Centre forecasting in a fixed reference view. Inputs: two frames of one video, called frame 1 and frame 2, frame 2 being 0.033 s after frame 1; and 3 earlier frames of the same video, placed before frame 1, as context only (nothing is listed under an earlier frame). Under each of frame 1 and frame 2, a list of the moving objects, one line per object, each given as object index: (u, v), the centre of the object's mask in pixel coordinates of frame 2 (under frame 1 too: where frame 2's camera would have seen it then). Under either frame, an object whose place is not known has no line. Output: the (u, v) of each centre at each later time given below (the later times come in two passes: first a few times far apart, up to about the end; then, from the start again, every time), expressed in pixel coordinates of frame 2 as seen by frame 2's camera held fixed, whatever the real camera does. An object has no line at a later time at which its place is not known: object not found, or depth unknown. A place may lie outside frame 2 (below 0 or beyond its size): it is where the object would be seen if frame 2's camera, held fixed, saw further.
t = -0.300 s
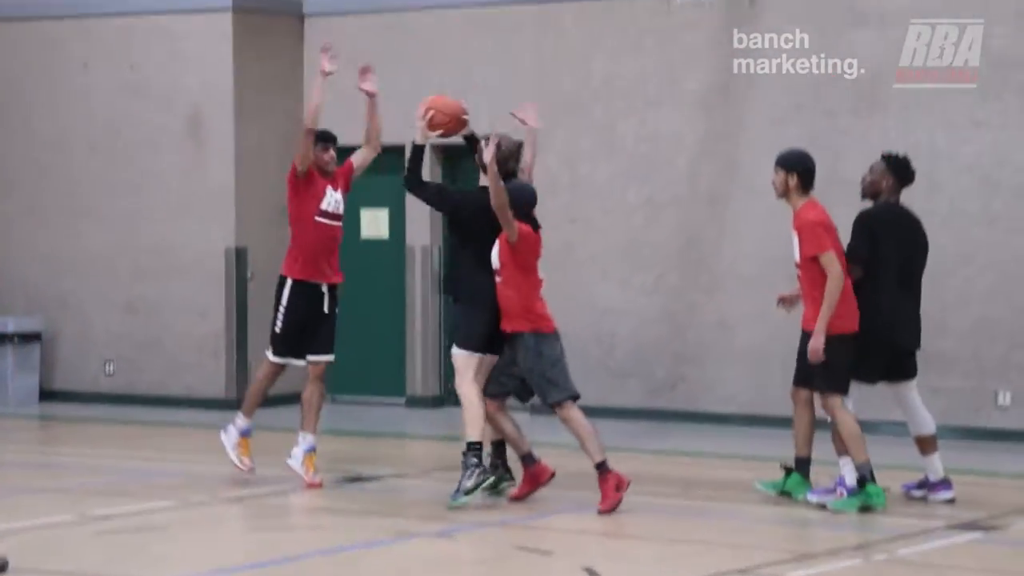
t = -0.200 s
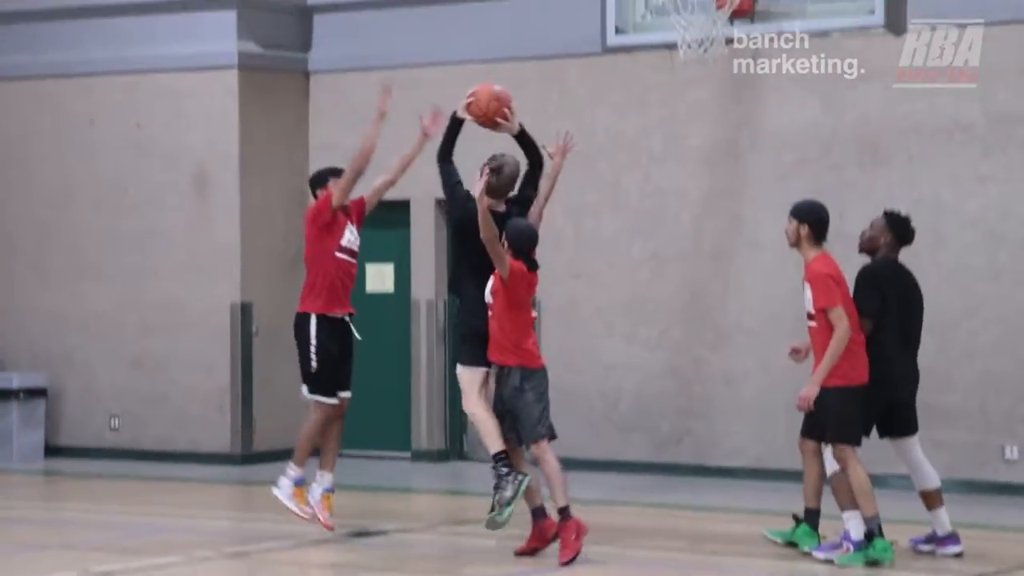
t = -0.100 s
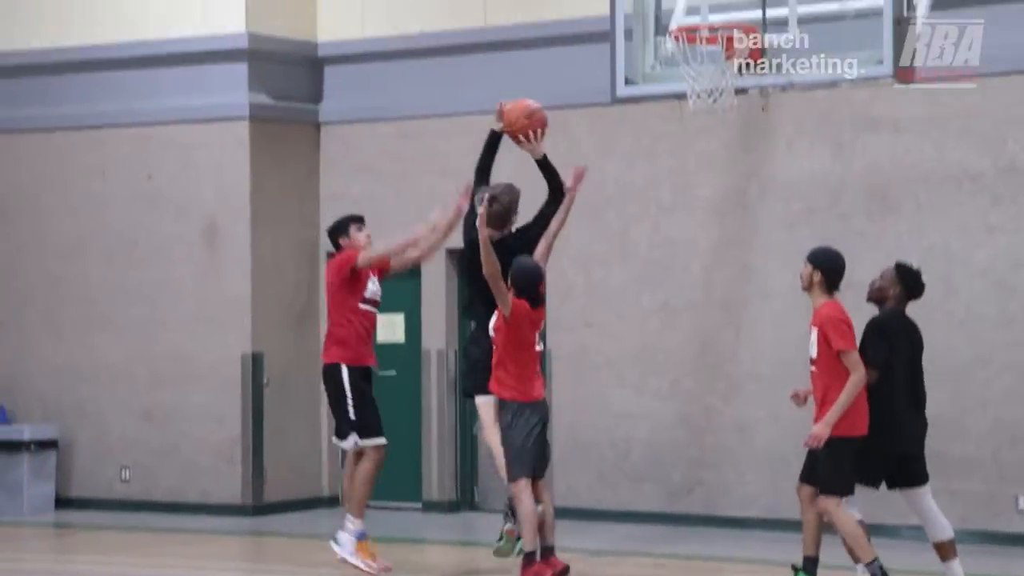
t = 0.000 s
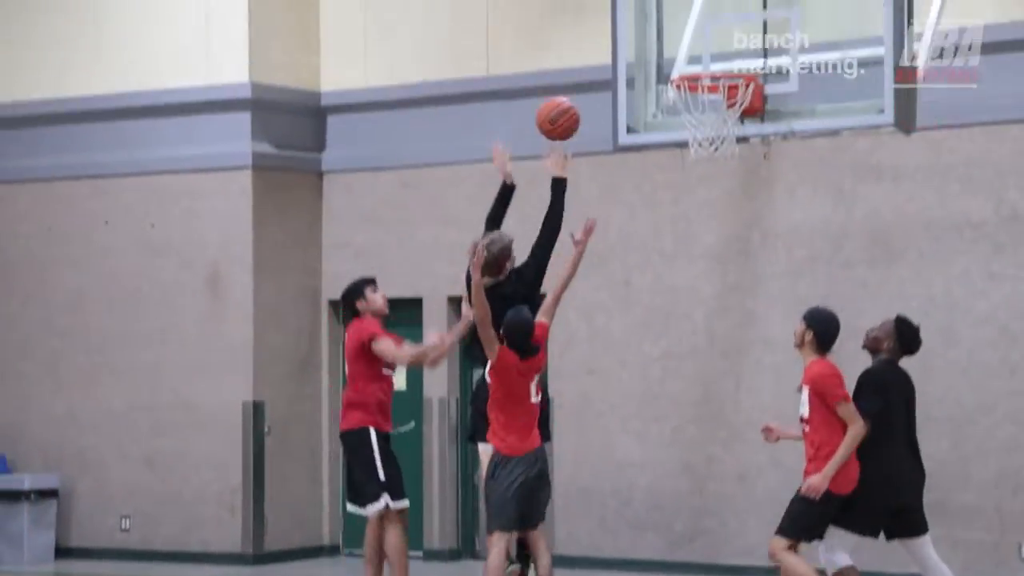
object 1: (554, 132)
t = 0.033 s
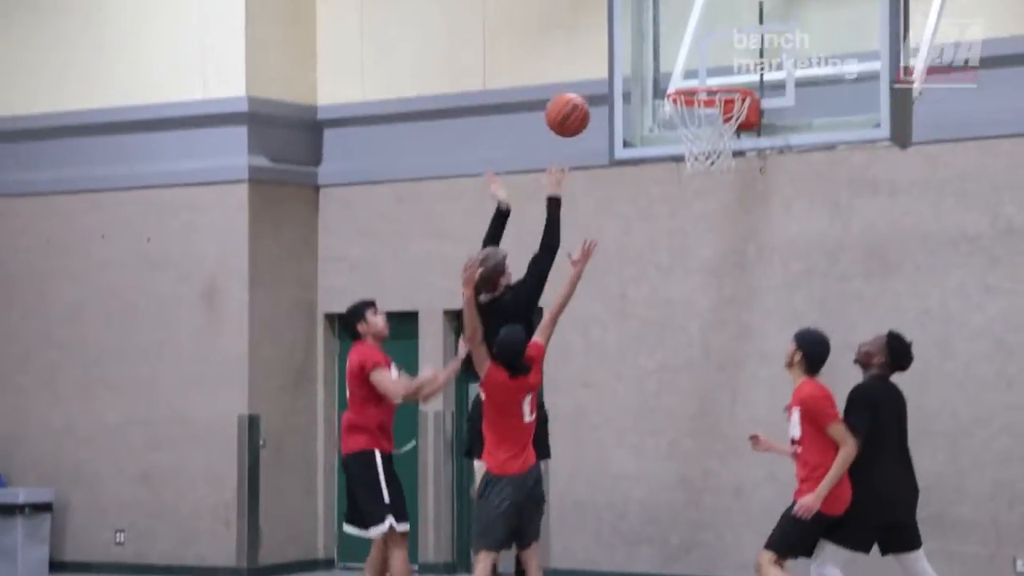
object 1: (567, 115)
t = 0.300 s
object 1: (669, 50)
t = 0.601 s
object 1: (731, 60)
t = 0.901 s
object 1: (718, 118)
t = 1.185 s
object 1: (704, 231)
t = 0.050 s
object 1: (573, 107)
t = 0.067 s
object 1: (579, 99)
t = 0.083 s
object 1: (587, 92)
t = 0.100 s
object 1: (593, 86)
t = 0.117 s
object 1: (600, 80)
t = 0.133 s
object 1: (606, 74)
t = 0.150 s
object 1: (612, 70)
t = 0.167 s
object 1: (619, 66)
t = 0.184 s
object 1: (625, 62)
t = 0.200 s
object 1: (632, 58)
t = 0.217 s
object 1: (638, 56)
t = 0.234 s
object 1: (645, 53)
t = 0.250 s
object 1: (651, 51)
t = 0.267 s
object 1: (657, 51)
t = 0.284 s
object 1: (663, 50)
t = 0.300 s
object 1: (669, 50)
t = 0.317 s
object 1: (675, 50)
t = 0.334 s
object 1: (682, 51)
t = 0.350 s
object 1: (688, 52)
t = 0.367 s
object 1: (694, 53)
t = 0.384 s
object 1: (700, 56)
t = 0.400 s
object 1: (706, 58)
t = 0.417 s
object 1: (712, 61)
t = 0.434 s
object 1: (718, 65)
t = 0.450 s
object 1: (724, 69)
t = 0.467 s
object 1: (730, 71)
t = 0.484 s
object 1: (735, 74)
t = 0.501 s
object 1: (737, 72)
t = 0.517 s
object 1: (736, 70)
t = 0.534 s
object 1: (735, 68)
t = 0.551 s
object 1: (734, 65)
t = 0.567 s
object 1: (733, 63)
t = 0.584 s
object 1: (732, 61)
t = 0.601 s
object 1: (731, 60)
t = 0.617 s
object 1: (730, 59)
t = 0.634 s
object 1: (729, 59)
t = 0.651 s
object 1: (728, 59)
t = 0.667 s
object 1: (727, 60)
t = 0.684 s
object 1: (727, 61)
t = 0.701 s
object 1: (726, 63)
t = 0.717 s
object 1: (725, 65)
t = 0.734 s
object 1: (724, 68)
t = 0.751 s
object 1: (723, 70)
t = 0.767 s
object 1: (723, 72)
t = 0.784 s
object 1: (722, 74)
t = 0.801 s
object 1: (721, 76)
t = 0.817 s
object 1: (720, 79)
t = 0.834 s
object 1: (719, 95)
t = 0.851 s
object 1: (717, 101)
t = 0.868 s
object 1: (719, 108)
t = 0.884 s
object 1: (718, 112)
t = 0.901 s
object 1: (718, 118)
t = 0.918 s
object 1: (716, 126)
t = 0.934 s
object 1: (714, 133)
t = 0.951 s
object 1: (714, 135)
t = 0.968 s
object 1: (714, 138)
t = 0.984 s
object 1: (715, 142)
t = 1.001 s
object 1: (714, 148)
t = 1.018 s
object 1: (711, 158)
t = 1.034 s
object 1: (711, 161)
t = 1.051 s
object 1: (711, 165)
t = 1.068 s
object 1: (710, 170)
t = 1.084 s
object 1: (709, 177)
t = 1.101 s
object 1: (708, 186)
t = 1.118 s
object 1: (707, 194)
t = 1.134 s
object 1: (706, 202)
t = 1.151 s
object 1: (706, 211)
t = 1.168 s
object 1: (705, 221)
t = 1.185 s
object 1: (704, 231)
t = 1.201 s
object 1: (703, 241)
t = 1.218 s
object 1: (702, 252)
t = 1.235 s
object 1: (702, 264)
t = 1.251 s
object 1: (701, 276)
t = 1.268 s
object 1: (701, 288)
